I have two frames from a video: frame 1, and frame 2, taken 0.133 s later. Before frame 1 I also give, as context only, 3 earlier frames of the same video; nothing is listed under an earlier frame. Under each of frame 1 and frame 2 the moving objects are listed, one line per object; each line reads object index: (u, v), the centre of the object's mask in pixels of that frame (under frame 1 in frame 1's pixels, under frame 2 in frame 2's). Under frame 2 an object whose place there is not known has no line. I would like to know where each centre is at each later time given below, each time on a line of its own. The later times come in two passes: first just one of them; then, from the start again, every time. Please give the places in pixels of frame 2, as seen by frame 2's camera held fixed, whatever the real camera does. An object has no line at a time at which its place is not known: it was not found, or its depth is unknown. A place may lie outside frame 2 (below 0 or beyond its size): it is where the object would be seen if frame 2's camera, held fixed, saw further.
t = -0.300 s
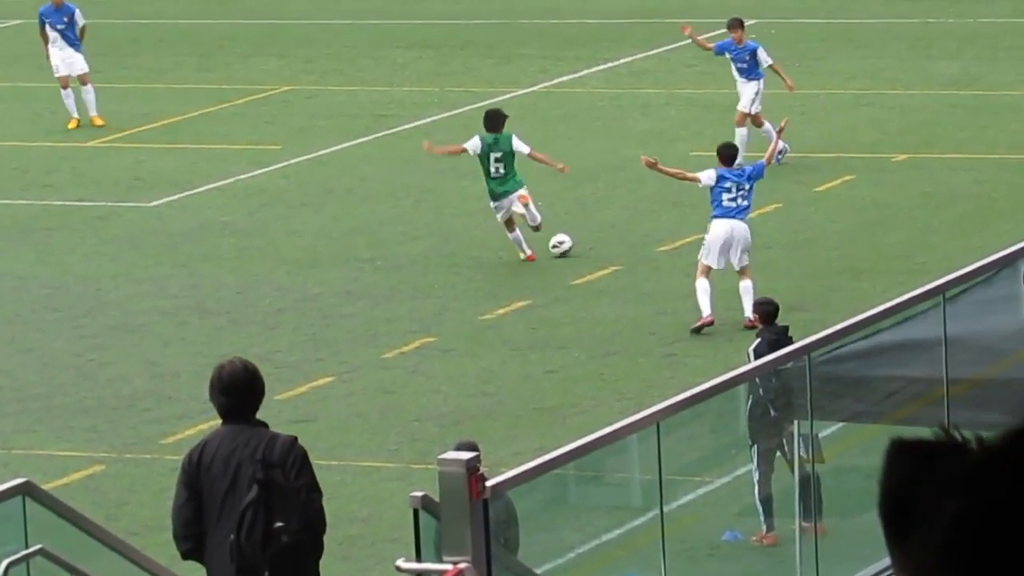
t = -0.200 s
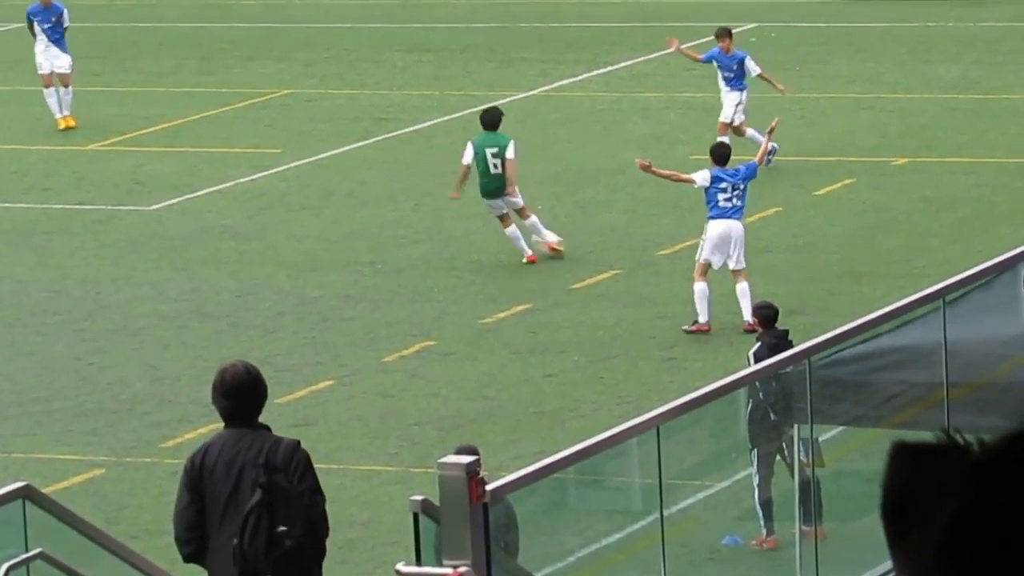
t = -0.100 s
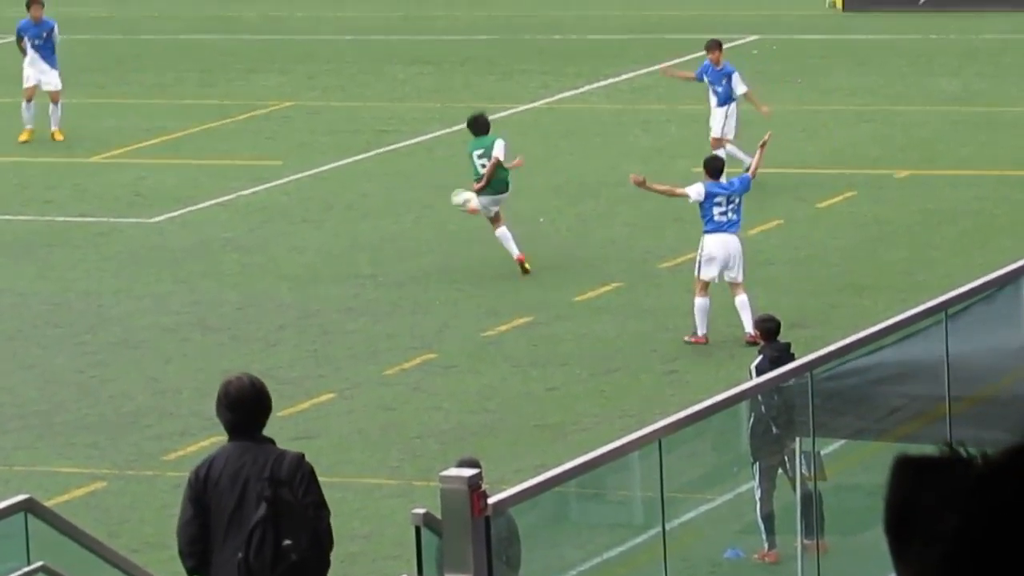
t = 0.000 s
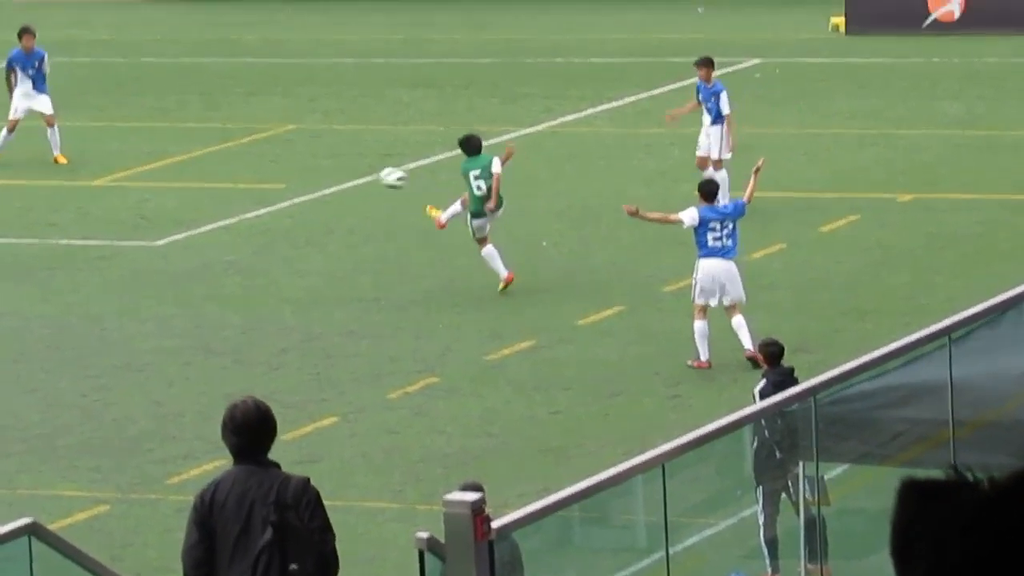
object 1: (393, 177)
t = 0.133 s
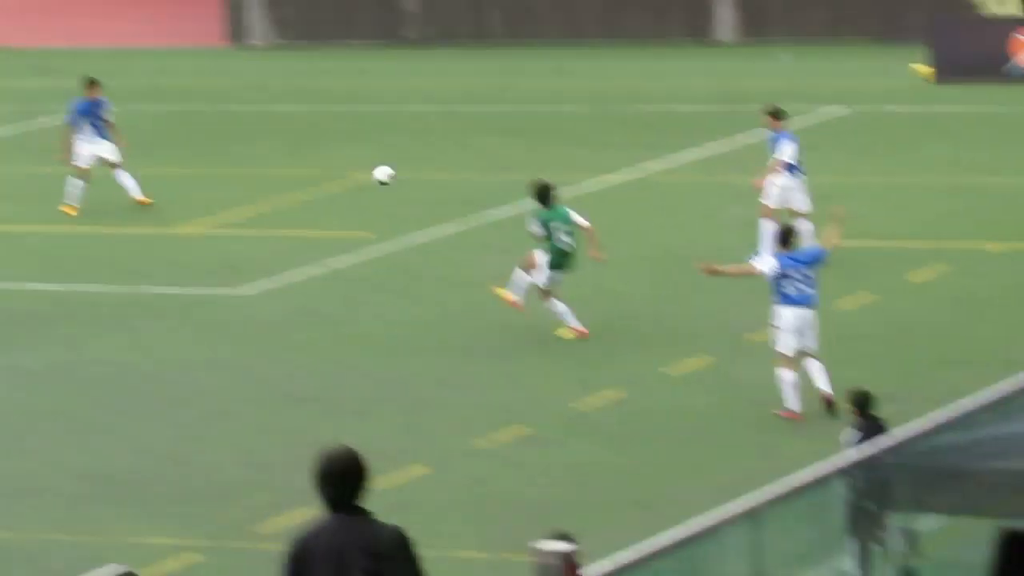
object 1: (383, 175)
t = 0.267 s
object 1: (298, 135)
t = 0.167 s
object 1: (362, 163)
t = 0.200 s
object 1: (340, 153)
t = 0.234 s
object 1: (319, 143)
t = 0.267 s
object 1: (298, 135)
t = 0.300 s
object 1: (277, 125)
